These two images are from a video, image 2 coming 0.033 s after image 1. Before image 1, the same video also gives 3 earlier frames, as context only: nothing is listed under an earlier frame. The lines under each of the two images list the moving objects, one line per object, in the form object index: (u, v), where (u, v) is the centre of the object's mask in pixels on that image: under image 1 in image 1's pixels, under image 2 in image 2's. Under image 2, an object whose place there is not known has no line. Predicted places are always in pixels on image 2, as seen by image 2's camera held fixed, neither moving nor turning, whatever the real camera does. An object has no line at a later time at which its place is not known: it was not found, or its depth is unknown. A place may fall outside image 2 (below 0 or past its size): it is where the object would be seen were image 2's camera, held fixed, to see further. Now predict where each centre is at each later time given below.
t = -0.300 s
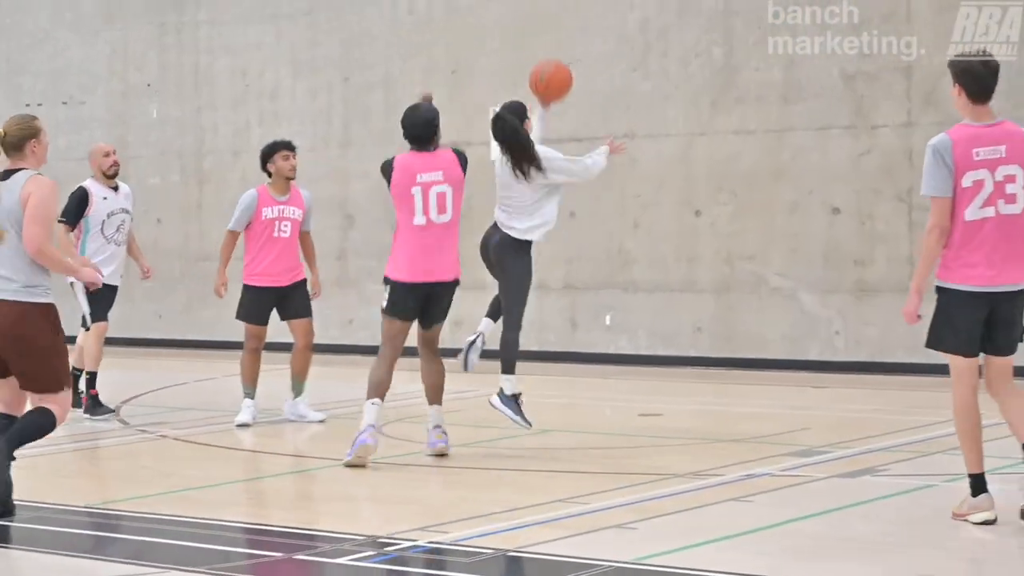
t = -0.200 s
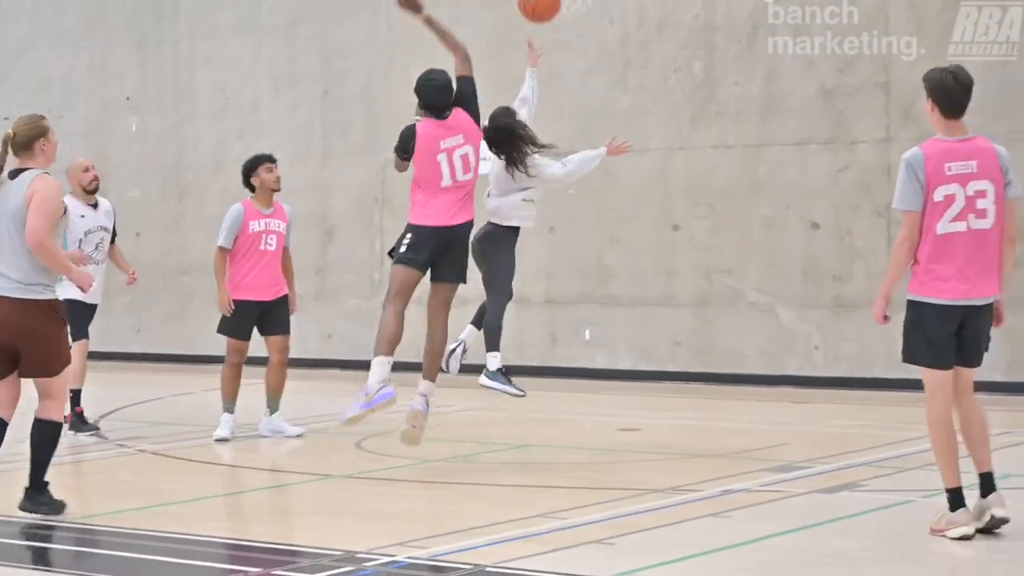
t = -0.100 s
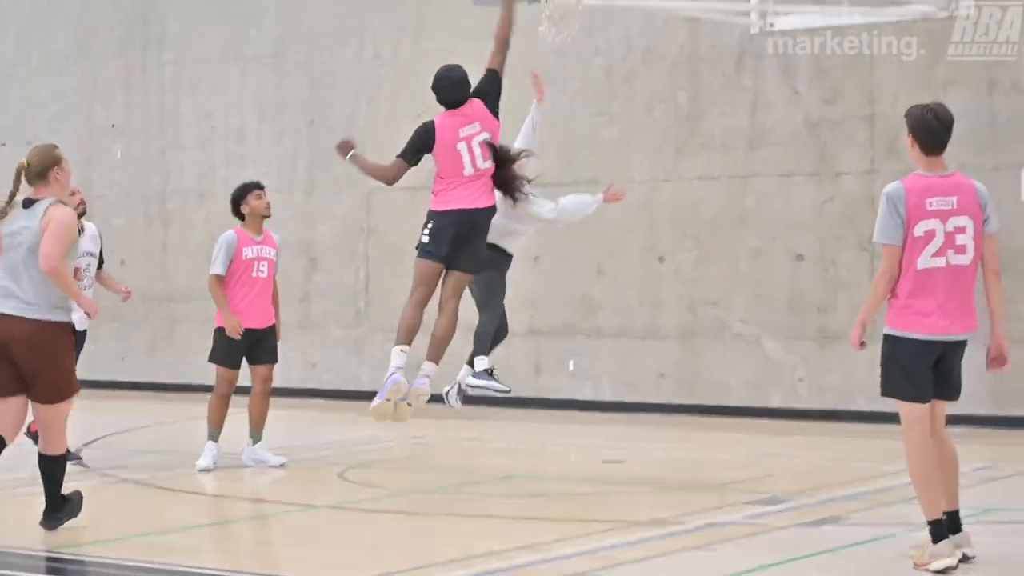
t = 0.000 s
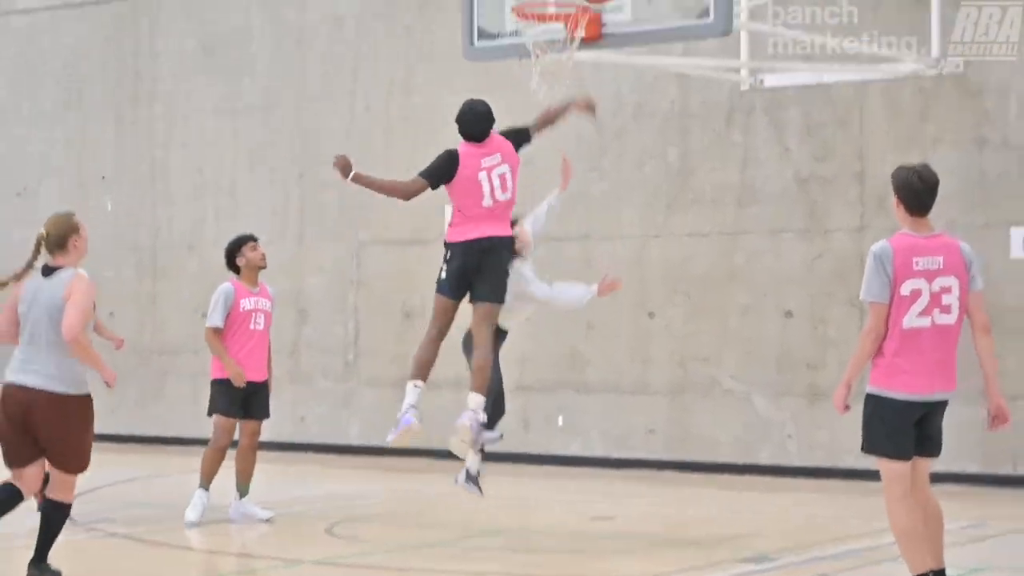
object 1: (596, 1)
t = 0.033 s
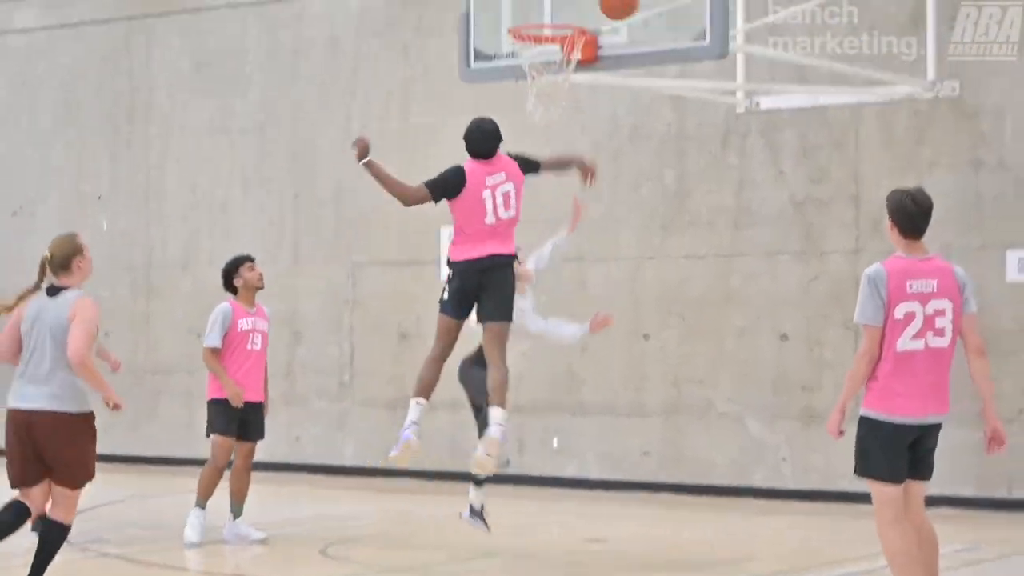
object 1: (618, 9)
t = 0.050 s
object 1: (631, 1)
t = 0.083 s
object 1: (639, -3)
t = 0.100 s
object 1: (635, 0)
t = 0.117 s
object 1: (630, 2)
